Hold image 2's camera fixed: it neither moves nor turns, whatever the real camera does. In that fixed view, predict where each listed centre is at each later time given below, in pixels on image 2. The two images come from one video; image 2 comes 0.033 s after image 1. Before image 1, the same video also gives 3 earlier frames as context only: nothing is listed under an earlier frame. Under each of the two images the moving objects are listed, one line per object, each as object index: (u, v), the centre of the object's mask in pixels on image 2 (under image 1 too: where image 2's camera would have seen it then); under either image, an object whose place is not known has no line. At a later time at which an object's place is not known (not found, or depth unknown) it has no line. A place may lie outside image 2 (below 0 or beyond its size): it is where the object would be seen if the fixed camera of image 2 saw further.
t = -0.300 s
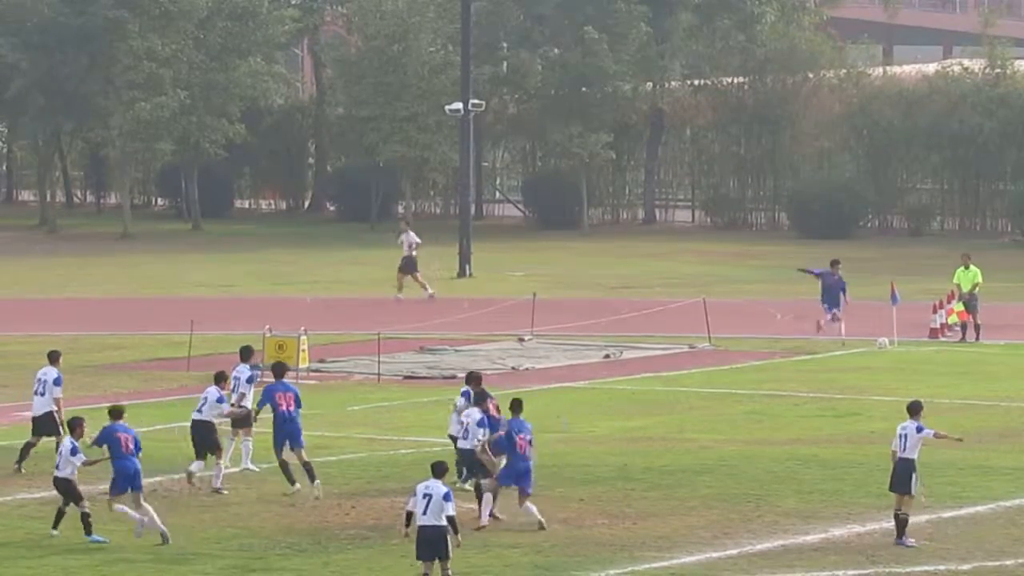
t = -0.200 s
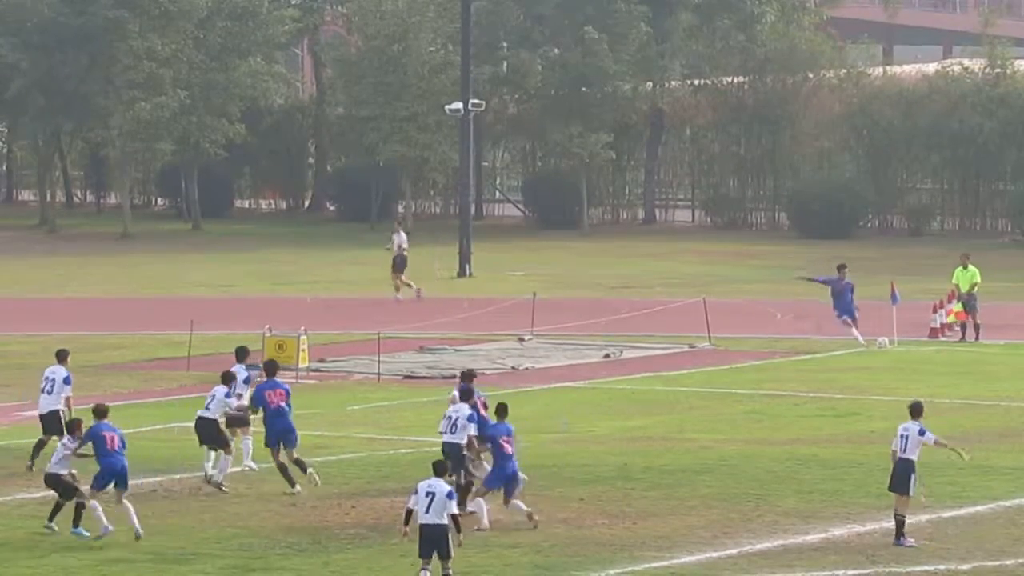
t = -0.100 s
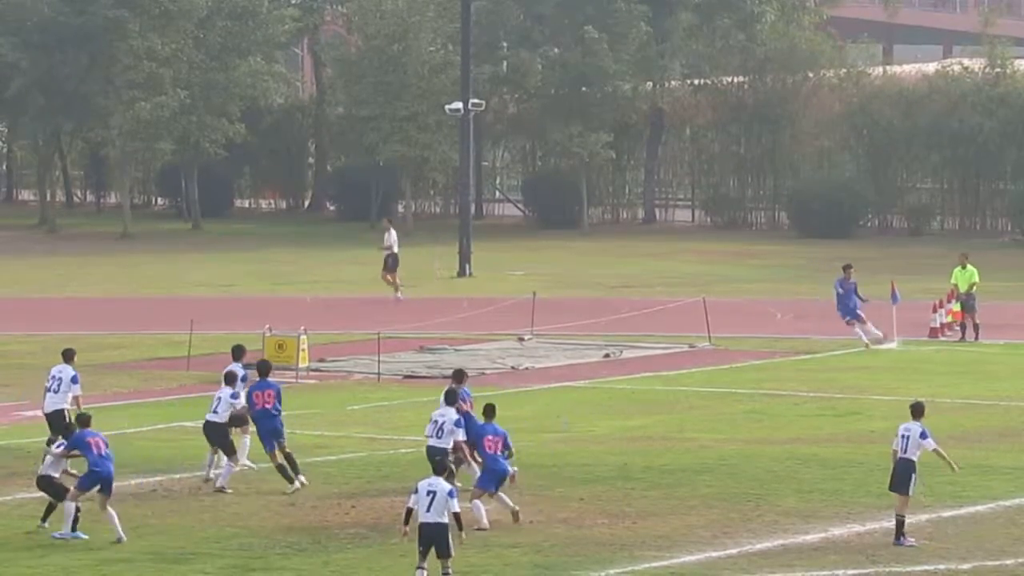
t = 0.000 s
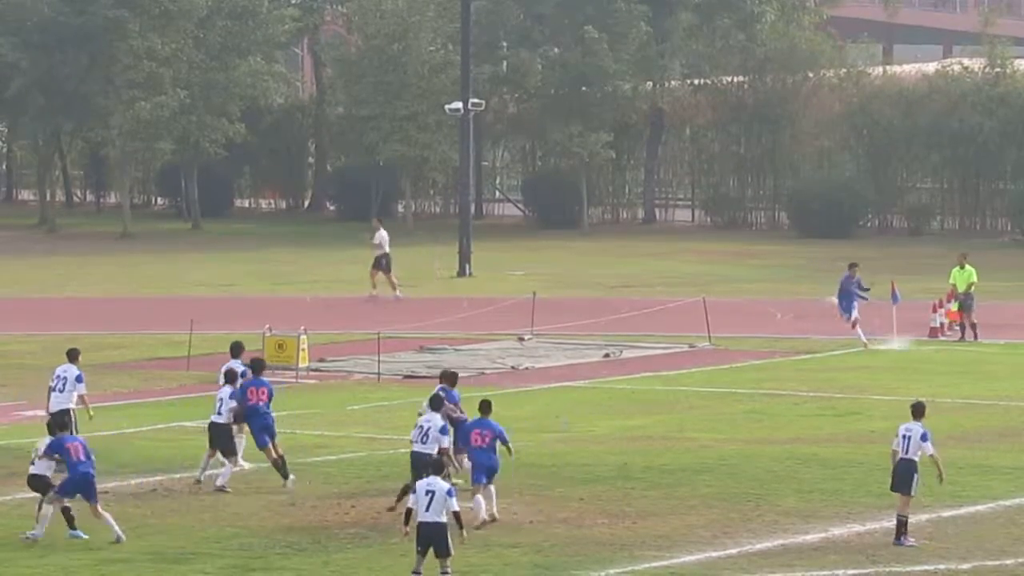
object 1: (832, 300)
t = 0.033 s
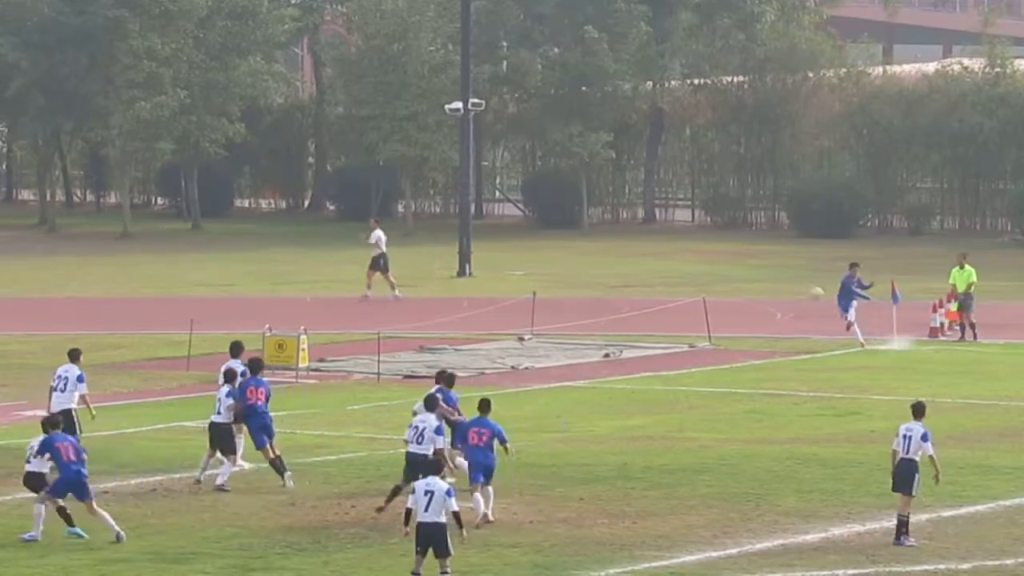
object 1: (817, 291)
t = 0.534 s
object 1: (528, 242)
